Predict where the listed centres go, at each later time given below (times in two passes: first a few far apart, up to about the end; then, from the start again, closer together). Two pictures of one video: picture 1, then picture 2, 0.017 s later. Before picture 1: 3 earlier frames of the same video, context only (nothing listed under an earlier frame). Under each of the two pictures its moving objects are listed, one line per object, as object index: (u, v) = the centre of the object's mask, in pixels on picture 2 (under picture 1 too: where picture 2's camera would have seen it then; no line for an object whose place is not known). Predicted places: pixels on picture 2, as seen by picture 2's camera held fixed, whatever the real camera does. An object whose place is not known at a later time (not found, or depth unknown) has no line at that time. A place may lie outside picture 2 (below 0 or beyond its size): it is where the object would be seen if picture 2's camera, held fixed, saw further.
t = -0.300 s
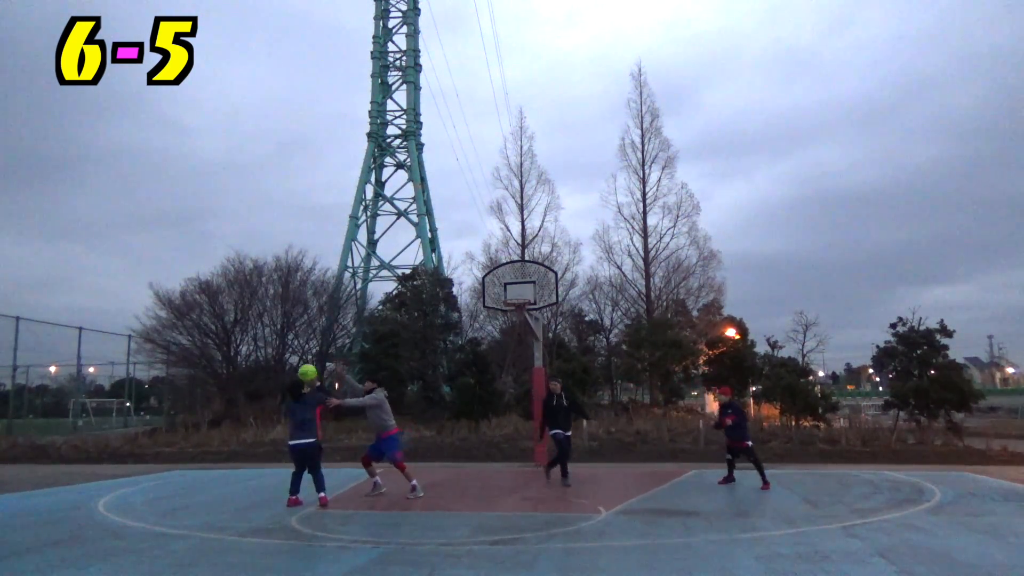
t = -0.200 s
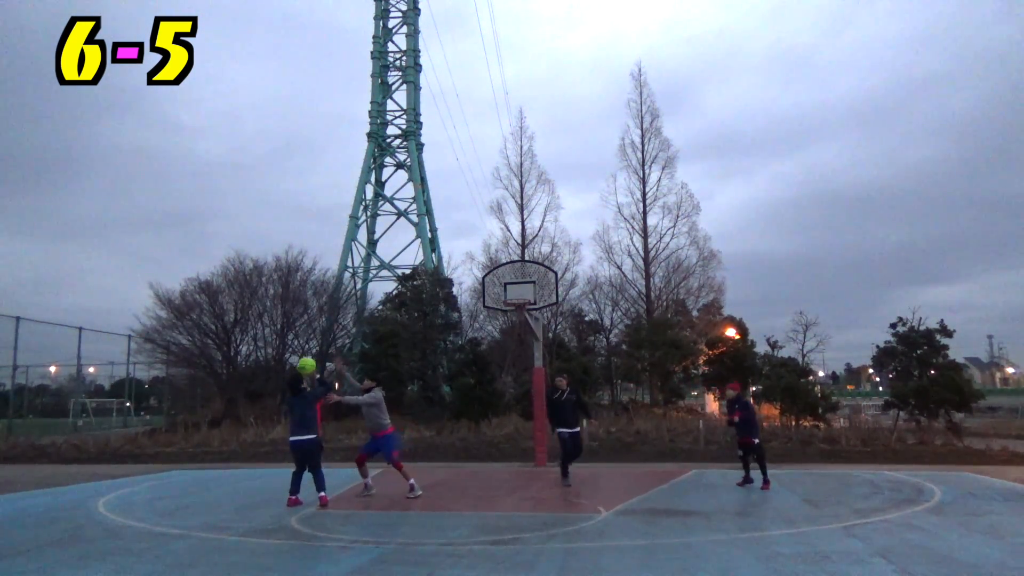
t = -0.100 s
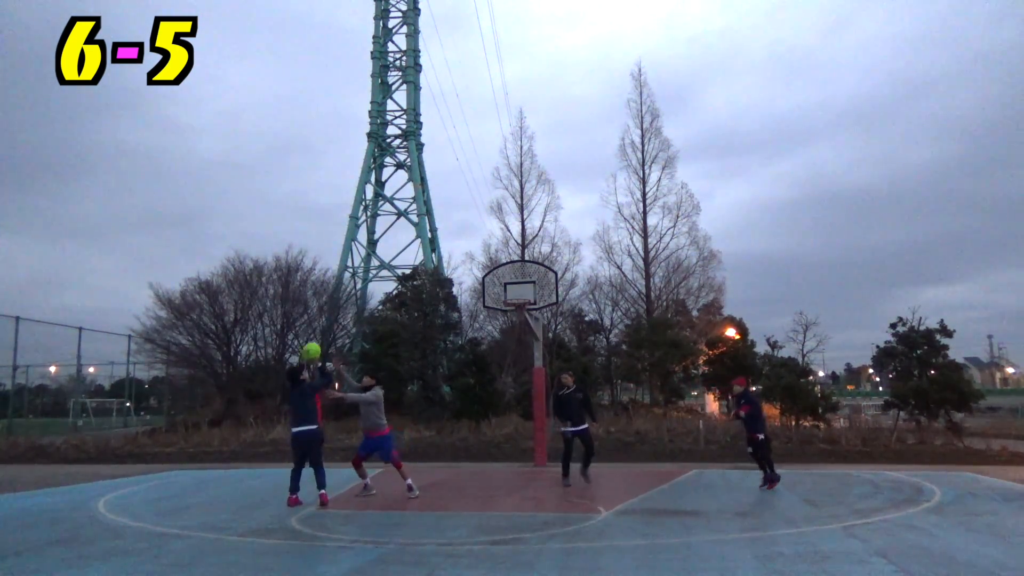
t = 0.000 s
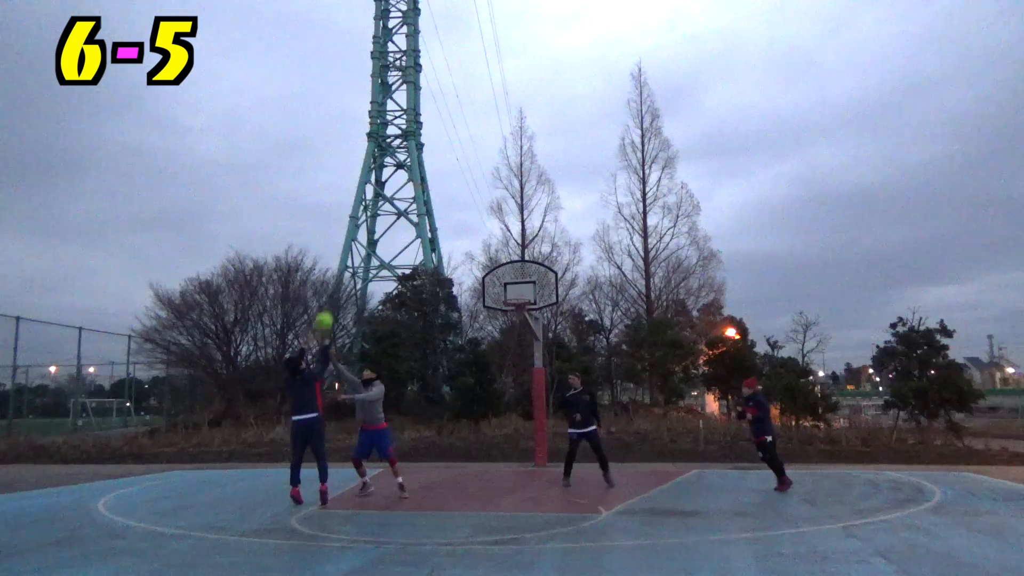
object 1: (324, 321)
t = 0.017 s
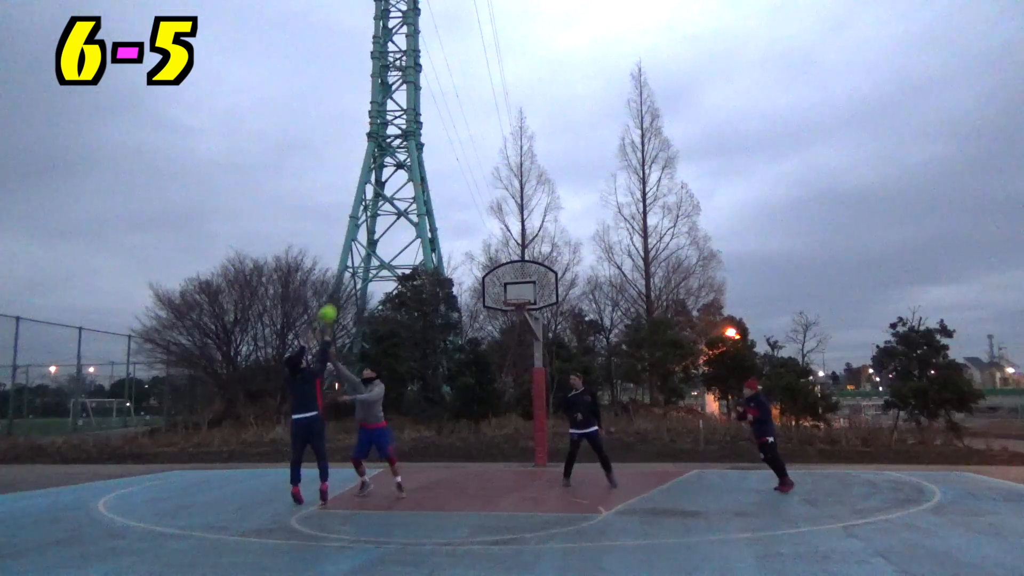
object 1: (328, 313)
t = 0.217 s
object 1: (370, 249)
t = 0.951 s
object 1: (487, 250)
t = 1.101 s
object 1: (507, 283)
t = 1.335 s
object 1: (507, 279)
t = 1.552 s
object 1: (499, 281)
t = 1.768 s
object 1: (490, 309)
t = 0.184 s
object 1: (364, 258)
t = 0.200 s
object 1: (367, 254)
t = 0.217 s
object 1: (370, 249)
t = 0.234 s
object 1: (373, 246)
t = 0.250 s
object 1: (376, 243)
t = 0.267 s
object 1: (380, 239)
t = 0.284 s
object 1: (383, 236)
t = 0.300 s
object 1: (386, 233)
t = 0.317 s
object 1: (389, 230)
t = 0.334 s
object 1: (392, 228)
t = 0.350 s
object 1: (395, 225)
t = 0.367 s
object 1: (398, 223)
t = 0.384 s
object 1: (401, 221)
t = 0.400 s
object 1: (403, 219)
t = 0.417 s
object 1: (407, 217)
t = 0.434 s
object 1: (410, 216)
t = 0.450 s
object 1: (413, 215)
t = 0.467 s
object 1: (415, 213)
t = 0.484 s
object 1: (419, 212)
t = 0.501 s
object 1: (420, 212)
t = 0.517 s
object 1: (424, 211)
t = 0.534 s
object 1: (426, 211)
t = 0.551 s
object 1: (430, 211)
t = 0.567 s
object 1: (432, 211)
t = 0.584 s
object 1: (435, 211)
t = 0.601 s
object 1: (437, 211)
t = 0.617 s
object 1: (440, 212)
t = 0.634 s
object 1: (442, 212)
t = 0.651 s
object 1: (445, 213)
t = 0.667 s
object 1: (447, 214)
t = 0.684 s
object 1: (450, 214)
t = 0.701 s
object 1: (452, 216)
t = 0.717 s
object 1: (455, 217)
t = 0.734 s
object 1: (457, 218)
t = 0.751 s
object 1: (460, 220)
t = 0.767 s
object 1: (462, 222)
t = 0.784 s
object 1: (464, 224)
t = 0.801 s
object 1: (467, 226)
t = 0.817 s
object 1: (469, 228)
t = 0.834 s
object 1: (471, 230)
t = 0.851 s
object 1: (473, 232)
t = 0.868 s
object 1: (476, 235)
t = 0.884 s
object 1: (478, 237)
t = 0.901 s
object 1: (480, 241)
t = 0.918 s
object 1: (483, 244)
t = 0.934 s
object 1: (485, 247)
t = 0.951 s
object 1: (487, 250)
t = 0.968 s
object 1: (489, 252)
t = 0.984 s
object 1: (492, 256)
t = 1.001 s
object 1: (493, 259)
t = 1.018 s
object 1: (496, 263)
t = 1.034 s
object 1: (498, 266)
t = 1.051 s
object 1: (501, 271)
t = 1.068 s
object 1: (502, 275)
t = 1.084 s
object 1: (505, 279)
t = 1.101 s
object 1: (507, 283)
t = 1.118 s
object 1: (509, 289)
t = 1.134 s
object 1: (510, 293)
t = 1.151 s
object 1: (512, 295)
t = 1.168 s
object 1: (512, 294)
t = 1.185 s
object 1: (512, 292)
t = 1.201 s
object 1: (511, 290)
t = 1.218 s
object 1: (511, 289)
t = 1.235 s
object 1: (510, 288)
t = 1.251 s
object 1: (509, 285)
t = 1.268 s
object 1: (509, 284)
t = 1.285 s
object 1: (508, 282)
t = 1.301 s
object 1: (508, 281)
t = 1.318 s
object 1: (507, 280)
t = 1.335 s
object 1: (507, 279)
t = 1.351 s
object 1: (506, 279)
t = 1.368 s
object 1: (506, 278)
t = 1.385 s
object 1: (505, 278)
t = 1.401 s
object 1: (504, 278)
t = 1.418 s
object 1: (504, 278)
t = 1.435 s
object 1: (503, 277)
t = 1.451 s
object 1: (502, 277)
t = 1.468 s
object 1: (502, 277)
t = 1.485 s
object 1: (501, 278)
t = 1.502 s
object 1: (500, 278)
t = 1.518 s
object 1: (499, 279)
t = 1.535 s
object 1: (499, 280)
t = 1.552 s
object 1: (499, 281)
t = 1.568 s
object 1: (498, 282)
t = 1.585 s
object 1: (497, 284)
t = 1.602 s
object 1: (497, 286)
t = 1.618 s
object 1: (495, 287)
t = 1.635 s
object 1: (495, 289)
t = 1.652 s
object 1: (494, 290)
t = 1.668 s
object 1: (494, 293)
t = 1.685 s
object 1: (493, 295)
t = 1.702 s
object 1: (492, 297)
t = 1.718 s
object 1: (491, 300)
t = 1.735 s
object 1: (490, 302)
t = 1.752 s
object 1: (491, 306)
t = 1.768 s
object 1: (490, 309)
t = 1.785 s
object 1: (489, 313)
